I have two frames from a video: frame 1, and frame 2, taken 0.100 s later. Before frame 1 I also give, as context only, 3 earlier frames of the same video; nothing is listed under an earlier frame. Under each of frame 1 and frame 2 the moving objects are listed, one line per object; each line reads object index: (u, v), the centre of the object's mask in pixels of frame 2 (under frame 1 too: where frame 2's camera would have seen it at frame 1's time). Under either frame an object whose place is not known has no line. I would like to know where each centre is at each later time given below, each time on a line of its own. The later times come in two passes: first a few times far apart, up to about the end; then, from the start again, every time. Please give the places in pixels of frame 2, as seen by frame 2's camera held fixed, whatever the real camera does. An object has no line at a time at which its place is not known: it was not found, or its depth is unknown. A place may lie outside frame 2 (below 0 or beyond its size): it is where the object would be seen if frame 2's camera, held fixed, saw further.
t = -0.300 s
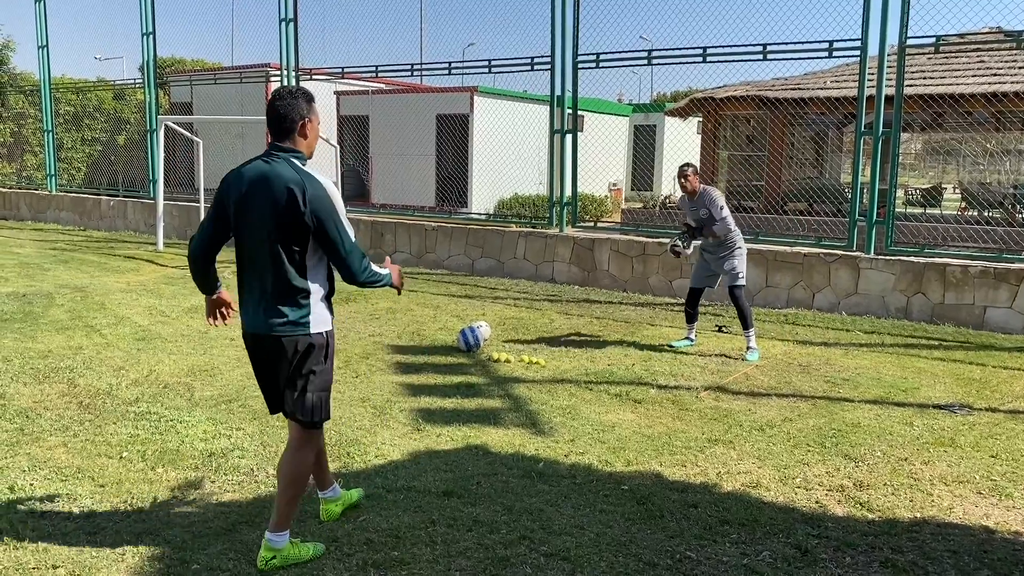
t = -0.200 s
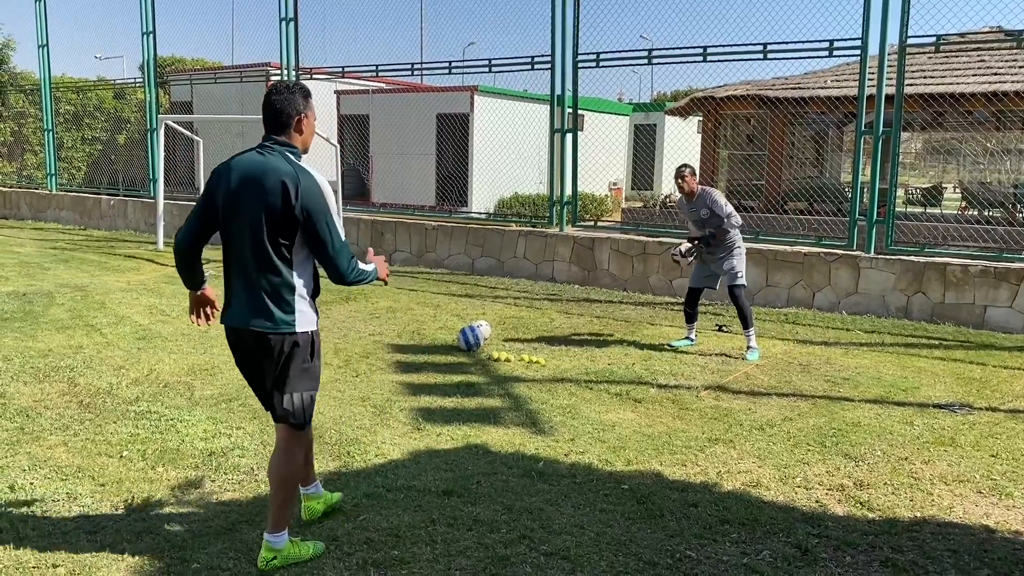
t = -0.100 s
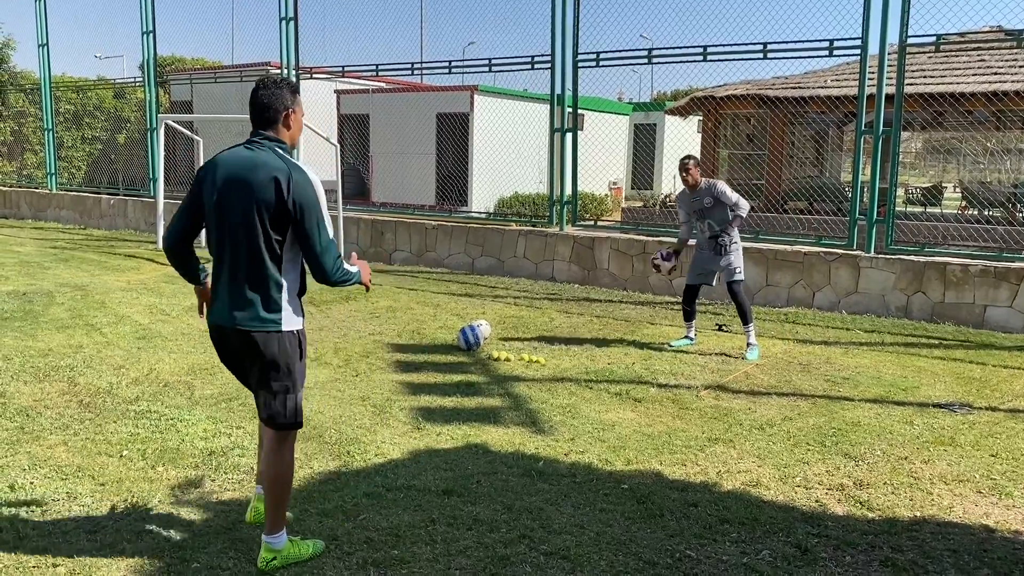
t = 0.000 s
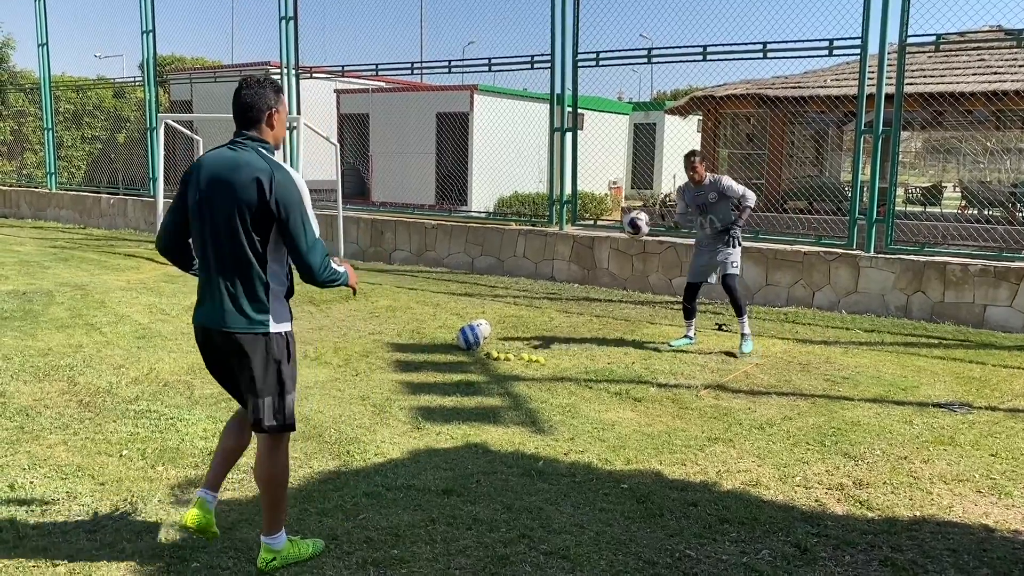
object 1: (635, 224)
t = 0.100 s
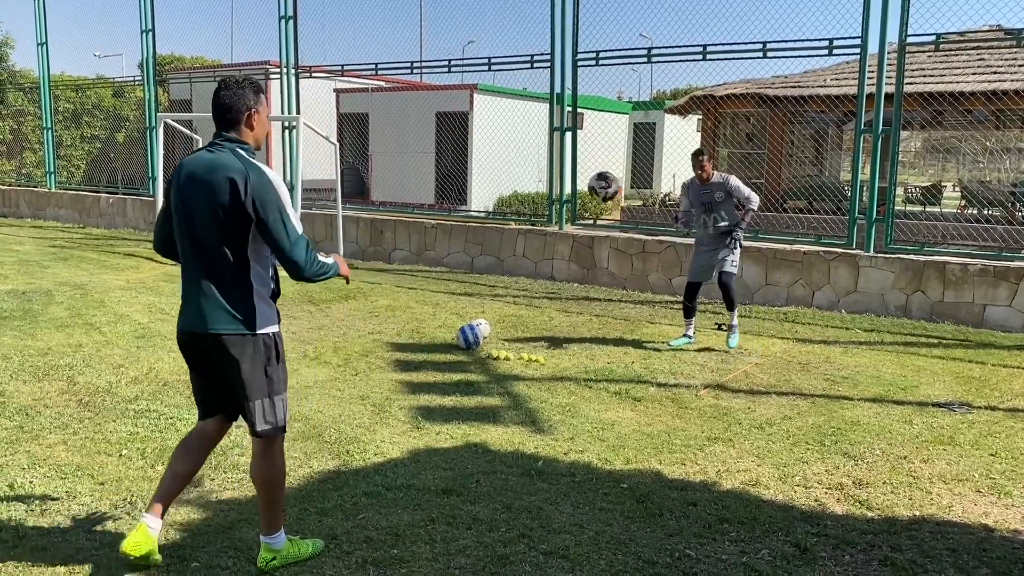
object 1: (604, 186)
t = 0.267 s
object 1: (529, 143)
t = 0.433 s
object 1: (418, 136)
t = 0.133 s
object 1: (591, 176)
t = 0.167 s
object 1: (577, 166)
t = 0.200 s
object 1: (563, 157)
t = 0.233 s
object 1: (547, 149)
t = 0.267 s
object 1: (529, 143)
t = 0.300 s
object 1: (510, 138)
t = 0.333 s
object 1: (491, 134)
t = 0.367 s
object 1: (468, 133)
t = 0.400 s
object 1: (445, 133)
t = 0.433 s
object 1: (418, 136)
